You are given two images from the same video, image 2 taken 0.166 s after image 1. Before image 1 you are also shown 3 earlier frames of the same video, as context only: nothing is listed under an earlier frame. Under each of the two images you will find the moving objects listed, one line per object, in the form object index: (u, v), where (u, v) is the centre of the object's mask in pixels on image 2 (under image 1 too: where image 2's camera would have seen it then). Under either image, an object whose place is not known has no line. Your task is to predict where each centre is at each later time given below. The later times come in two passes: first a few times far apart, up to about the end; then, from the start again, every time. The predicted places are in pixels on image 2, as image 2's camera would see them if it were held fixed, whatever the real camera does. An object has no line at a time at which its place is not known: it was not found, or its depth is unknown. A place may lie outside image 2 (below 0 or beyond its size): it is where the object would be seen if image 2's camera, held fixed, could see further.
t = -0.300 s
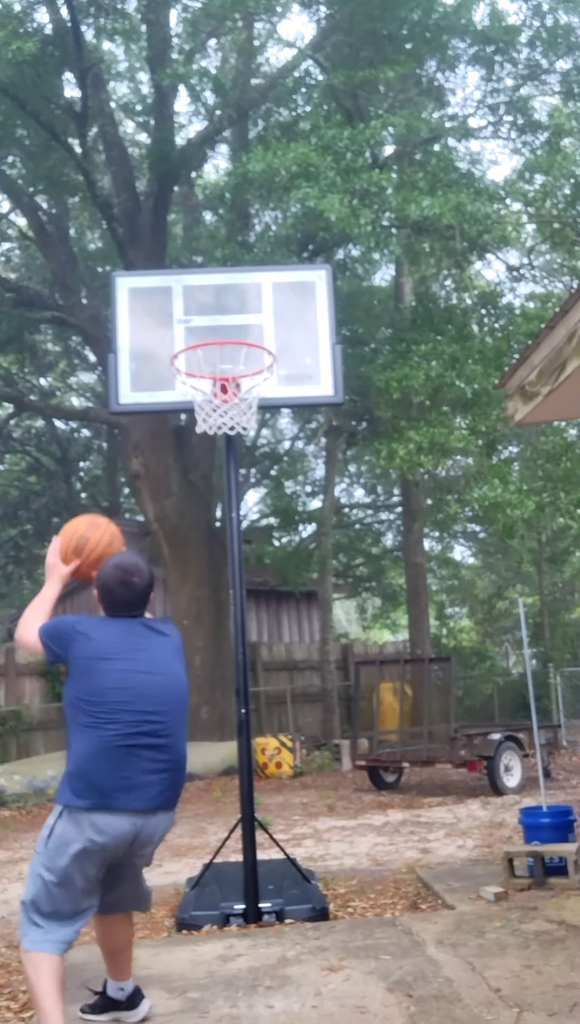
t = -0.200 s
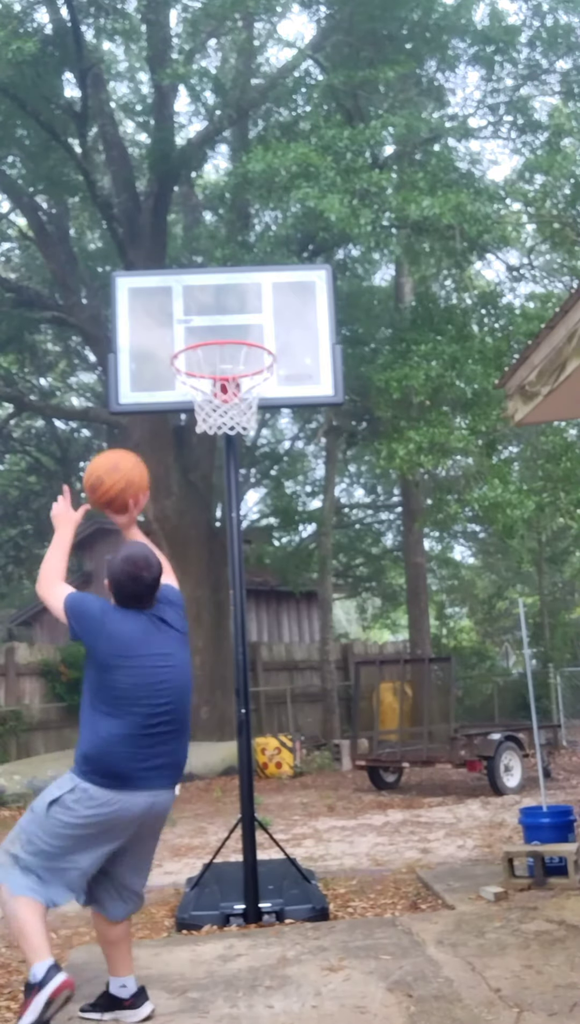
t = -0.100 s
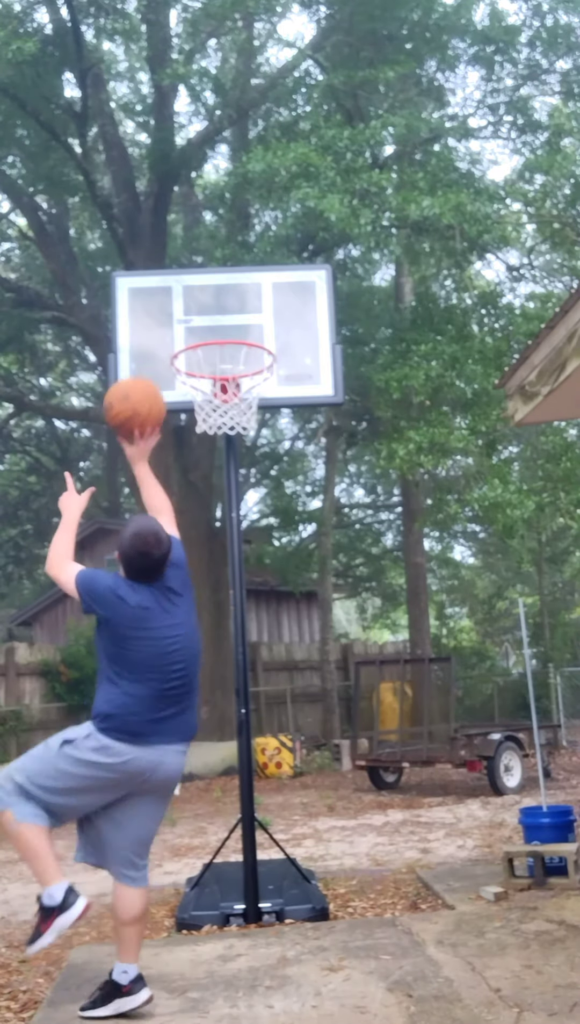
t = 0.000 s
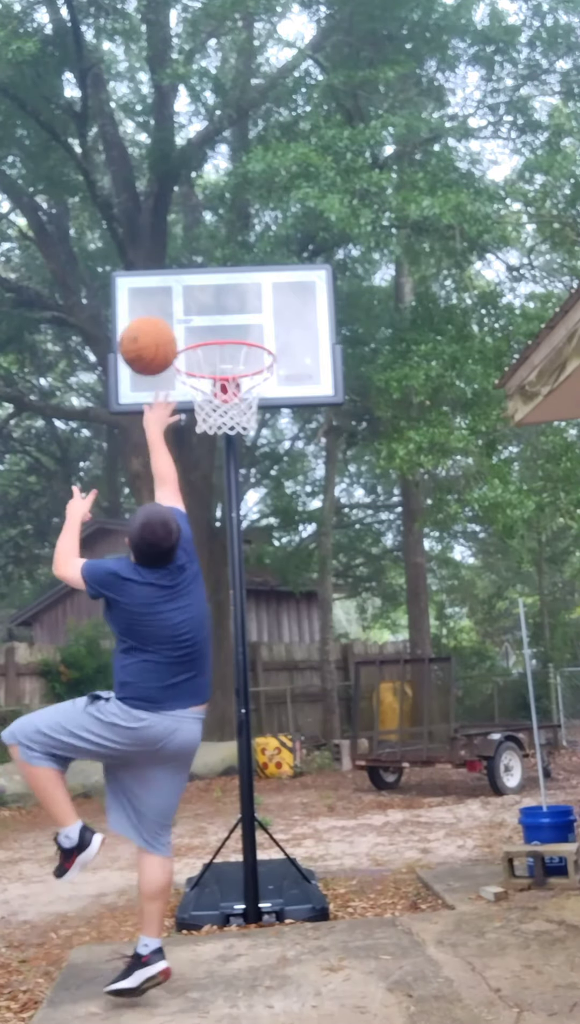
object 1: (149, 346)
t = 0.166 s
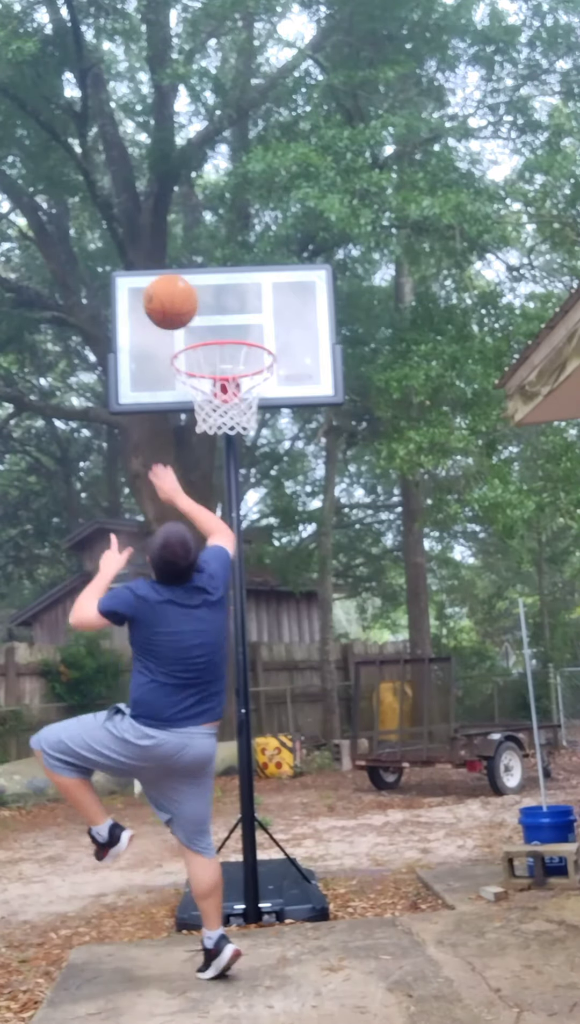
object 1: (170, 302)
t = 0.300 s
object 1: (189, 311)
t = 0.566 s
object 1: (222, 421)
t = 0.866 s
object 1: (253, 509)
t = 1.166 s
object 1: (298, 810)
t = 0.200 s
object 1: (175, 301)
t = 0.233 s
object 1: (180, 302)
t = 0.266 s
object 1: (184, 305)
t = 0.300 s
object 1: (189, 311)
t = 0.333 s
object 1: (193, 318)
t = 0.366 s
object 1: (198, 327)
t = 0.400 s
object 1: (203, 340)
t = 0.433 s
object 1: (208, 354)
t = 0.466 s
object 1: (213, 368)
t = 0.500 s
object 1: (217, 385)
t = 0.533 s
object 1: (220, 394)
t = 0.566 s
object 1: (222, 421)
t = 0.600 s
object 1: (226, 420)
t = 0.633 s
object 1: (229, 425)
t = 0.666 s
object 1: (232, 430)
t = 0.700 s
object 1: (235, 437)
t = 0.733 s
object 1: (238, 447)
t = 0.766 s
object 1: (242, 459)
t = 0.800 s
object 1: (245, 473)
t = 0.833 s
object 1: (249, 490)
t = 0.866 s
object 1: (253, 509)
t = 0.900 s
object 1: (257, 532)
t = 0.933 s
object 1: (261, 556)
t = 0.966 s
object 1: (266, 583)
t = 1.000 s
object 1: (271, 612)
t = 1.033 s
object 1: (275, 646)
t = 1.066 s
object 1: (281, 681)
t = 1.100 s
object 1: (287, 721)
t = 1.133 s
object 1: (292, 764)
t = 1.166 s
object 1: (298, 810)
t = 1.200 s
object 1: (305, 864)
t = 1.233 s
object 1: (311, 917)
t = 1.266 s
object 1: (311, 910)
